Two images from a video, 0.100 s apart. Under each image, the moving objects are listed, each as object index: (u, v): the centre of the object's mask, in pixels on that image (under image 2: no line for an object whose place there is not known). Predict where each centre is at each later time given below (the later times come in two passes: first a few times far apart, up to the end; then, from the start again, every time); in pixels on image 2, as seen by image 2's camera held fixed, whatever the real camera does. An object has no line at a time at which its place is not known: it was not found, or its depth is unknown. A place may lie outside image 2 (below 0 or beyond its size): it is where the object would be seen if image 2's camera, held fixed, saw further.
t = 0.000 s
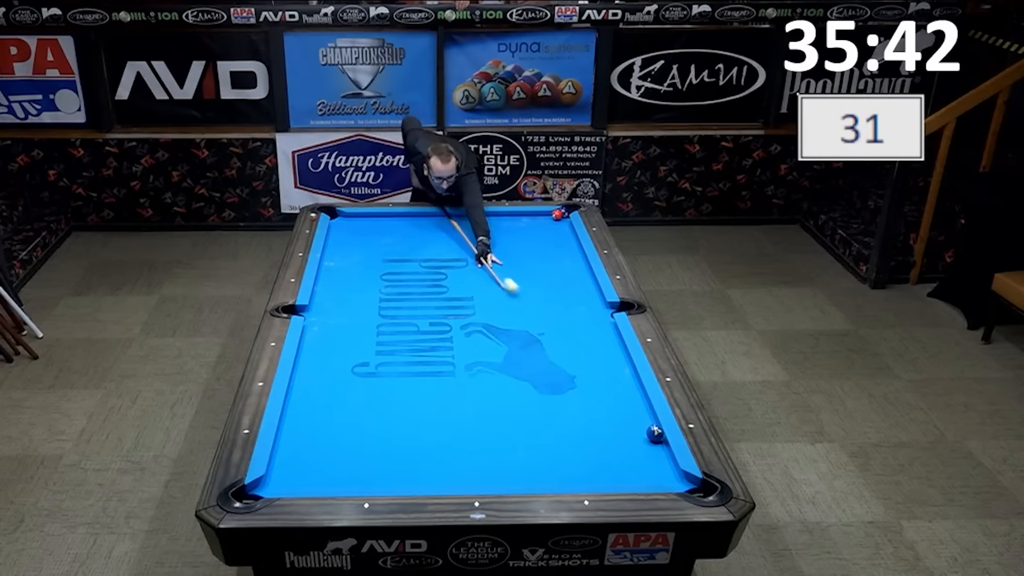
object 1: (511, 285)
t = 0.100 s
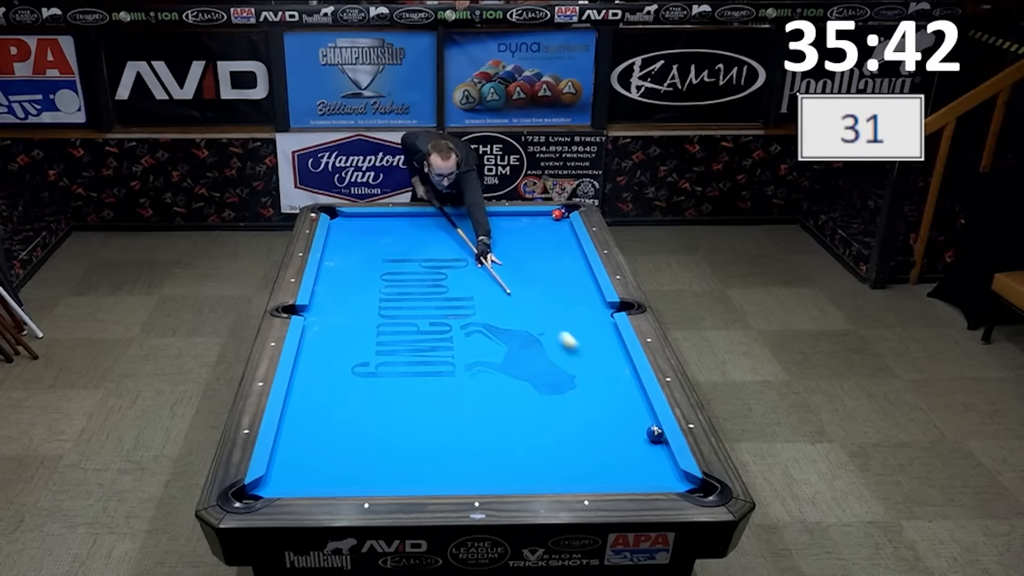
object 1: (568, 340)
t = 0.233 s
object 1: (646, 424)
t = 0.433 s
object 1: (582, 422)
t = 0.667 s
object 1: (517, 410)
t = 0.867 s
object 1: (462, 399)
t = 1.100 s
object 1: (410, 389)
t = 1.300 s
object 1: (364, 380)
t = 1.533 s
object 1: (315, 369)
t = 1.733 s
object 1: (318, 357)
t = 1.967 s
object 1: (342, 341)
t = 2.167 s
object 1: (360, 329)
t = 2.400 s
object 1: (380, 316)
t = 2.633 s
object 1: (398, 304)
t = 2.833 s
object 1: (413, 294)
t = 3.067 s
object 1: (429, 284)
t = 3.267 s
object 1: (442, 275)
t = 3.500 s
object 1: (455, 267)
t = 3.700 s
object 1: (466, 260)
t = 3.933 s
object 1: (478, 252)
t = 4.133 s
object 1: (487, 246)
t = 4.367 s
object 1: (498, 239)
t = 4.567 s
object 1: (506, 234)
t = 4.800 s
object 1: (514, 229)
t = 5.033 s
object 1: (523, 223)
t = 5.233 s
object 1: (530, 219)
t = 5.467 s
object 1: (537, 214)
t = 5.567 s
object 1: (543, 214)
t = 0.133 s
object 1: (590, 362)
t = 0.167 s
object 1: (614, 384)
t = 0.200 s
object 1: (641, 410)
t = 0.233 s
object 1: (646, 424)
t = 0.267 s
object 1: (634, 425)
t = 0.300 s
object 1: (623, 424)
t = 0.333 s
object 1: (612, 424)
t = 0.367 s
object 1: (602, 424)
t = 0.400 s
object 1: (592, 423)
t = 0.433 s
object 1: (582, 422)
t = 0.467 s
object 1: (572, 420)
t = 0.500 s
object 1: (563, 419)
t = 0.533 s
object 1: (553, 417)
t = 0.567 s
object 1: (544, 415)
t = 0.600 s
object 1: (535, 413)
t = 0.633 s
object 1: (526, 412)
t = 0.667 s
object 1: (517, 410)
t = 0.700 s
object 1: (509, 408)
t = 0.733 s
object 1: (500, 406)
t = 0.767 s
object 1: (492, 405)
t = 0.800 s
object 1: (483, 403)
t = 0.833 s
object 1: (475, 401)
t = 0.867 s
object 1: (462, 399)
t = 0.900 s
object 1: (458, 398)
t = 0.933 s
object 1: (450, 397)
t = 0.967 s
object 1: (442, 395)
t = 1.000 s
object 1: (434, 393)
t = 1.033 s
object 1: (426, 392)
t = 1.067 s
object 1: (418, 390)
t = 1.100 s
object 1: (410, 389)
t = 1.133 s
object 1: (402, 387)
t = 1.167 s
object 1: (394, 386)
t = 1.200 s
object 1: (387, 384)
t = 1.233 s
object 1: (379, 383)
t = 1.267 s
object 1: (368, 380)
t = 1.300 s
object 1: (364, 380)
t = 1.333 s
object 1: (357, 378)
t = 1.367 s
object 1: (350, 377)
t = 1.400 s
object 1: (343, 375)
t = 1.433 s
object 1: (336, 374)
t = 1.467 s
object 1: (328, 372)
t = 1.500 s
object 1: (322, 371)
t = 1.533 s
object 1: (315, 369)
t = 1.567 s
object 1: (308, 368)
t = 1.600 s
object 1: (301, 367)
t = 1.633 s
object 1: (306, 363)
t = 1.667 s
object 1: (309, 362)
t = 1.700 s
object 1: (314, 359)
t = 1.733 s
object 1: (318, 357)
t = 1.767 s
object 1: (322, 355)
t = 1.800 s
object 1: (326, 352)
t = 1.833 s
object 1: (329, 350)
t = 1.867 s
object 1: (332, 348)
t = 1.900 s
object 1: (336, 346)
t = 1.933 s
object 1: (339, 343)
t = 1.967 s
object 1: (342, 341)
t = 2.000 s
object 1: (345, 339)
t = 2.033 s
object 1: (348, 337)
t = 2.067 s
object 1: (351, 335)
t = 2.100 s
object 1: (354, 333)
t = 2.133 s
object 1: (357, 331)
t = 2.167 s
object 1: (360, 329)
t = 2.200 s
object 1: (363, 327)
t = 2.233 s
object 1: (366, 325)
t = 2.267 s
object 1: (369, 323)
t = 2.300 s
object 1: (372, 321)
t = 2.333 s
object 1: (375, 319)
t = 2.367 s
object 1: (377, 317)
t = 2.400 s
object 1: (380, 316)
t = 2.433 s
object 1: (383, 314)
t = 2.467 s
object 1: (386, 312)
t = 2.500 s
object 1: (388, 310)
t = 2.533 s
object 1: (391, 309)
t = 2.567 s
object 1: (393, 307)
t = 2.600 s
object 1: (396, 305)
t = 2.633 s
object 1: (398, 304)
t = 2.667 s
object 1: (401, 302)
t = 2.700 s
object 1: (404, 300)
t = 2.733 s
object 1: (406, 299)
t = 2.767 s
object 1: (408, 297)
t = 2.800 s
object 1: (411, 295)
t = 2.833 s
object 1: (413, 294)
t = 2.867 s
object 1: (415, 293)
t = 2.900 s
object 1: (418, 291)
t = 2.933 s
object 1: (420, 289)
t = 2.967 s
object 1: (422, 288)
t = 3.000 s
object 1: (424, 287)
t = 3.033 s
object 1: (427, 285)
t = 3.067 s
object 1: (429, 284)
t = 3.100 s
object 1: (431, 282)
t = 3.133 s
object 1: (433, 281)
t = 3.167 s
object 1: (435, 279)
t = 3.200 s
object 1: (437, 278)
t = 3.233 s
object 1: (439, 277)
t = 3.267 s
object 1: (442, 275)
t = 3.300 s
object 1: (443, 274)
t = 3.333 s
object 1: (445, 273)
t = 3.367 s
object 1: (447, 272)
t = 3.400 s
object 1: (449, 270)
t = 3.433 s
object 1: (451, 269)
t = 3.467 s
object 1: (453, 268)
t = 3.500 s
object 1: (455, 267)
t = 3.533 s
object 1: (457, 265)
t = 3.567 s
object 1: (459, 264)
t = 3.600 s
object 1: (460, 263)
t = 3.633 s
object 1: (462, 262)
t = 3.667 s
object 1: (464, 261)
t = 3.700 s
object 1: (466, 260)
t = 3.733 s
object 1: (468, 258)
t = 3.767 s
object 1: (469, 257)
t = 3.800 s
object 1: (471, 256)
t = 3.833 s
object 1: (473, 255)
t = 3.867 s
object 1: (474, 254)
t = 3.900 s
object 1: (476, 253)
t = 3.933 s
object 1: (478, 252)
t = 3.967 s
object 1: (479, 251)
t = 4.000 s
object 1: (481, 250)
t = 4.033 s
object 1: (482, 249)
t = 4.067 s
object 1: (484, 248)
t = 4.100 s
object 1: (486, 247)
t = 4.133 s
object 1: (487, 246)
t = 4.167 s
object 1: (489, 245)
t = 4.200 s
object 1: (490, 244)
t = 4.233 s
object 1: (492, 243)
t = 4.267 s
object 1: (493, 242)
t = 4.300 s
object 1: (495, 241)
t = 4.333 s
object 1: (496, 240)
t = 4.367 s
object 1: (498, 239)
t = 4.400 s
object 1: (499, 239)
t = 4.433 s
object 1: (500, 238)
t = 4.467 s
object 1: (502, 237)
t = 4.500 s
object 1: (503, 236)
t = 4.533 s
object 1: (505, 235)
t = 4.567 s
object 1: (506, 234)
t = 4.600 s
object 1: (507, 233)
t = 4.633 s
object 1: (508, 233)
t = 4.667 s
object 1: (510, 232)
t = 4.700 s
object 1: (511, 231)
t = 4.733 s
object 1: (512, 230)
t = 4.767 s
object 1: (514, 229)
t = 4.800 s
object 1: (514, 229)
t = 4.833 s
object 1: (516, 228)
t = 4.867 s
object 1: (517, 227)
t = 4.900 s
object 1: (519, 226)
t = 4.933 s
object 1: (520, 225)
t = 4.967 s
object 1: (521, 225)
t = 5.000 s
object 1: (522, 224)
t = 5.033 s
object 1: (523, 223)
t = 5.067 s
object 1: (525, 223)
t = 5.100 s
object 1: (526, 222)
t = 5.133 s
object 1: (527, 221)
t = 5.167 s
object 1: (528, 220)
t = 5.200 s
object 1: (528, 220)
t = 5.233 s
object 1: (530, 219)
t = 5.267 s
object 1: (531, 218)
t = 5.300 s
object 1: (532, 217)
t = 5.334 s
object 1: (533, 217)
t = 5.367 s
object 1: (534, 216)
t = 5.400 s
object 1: (535, 216)
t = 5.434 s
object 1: (536, 215)
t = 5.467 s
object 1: (537, 214)
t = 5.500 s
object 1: (538, 214)
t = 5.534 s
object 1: (540, 214)
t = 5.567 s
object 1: (543, 214)
